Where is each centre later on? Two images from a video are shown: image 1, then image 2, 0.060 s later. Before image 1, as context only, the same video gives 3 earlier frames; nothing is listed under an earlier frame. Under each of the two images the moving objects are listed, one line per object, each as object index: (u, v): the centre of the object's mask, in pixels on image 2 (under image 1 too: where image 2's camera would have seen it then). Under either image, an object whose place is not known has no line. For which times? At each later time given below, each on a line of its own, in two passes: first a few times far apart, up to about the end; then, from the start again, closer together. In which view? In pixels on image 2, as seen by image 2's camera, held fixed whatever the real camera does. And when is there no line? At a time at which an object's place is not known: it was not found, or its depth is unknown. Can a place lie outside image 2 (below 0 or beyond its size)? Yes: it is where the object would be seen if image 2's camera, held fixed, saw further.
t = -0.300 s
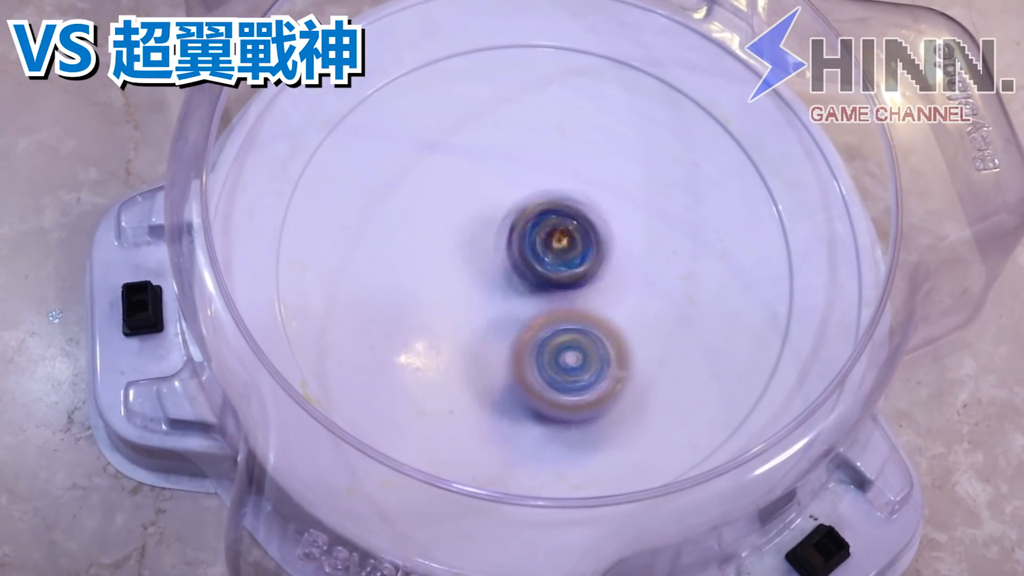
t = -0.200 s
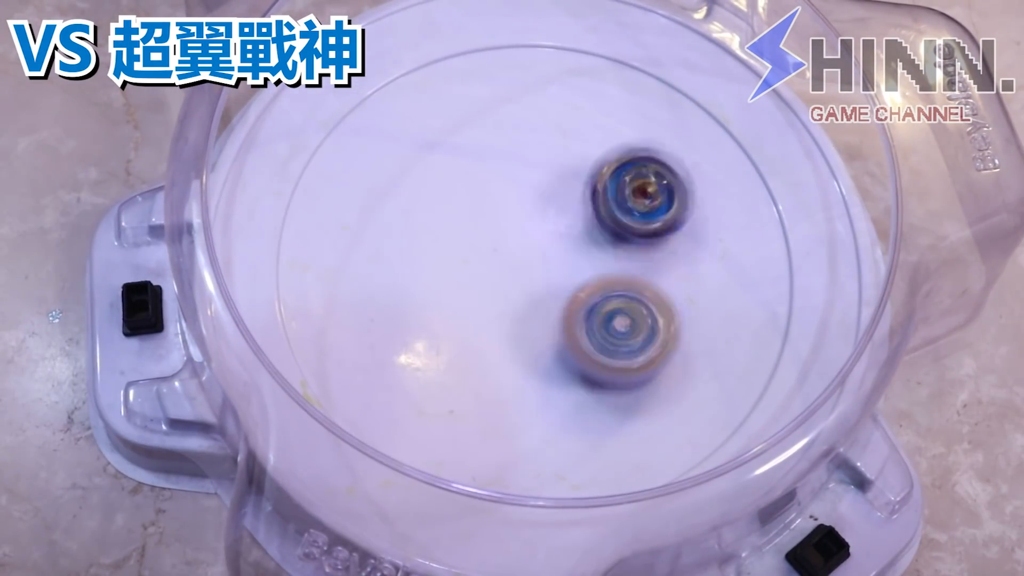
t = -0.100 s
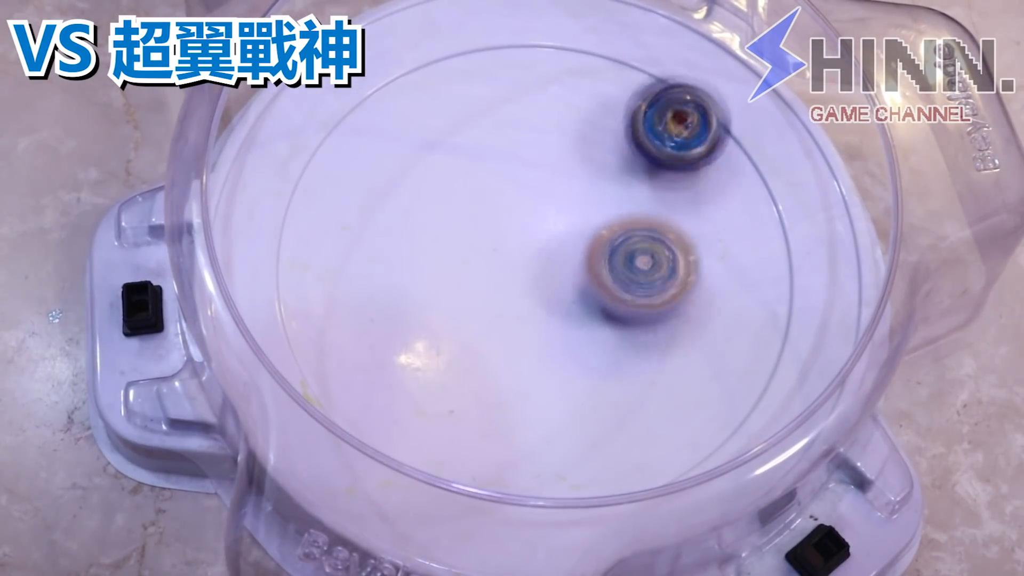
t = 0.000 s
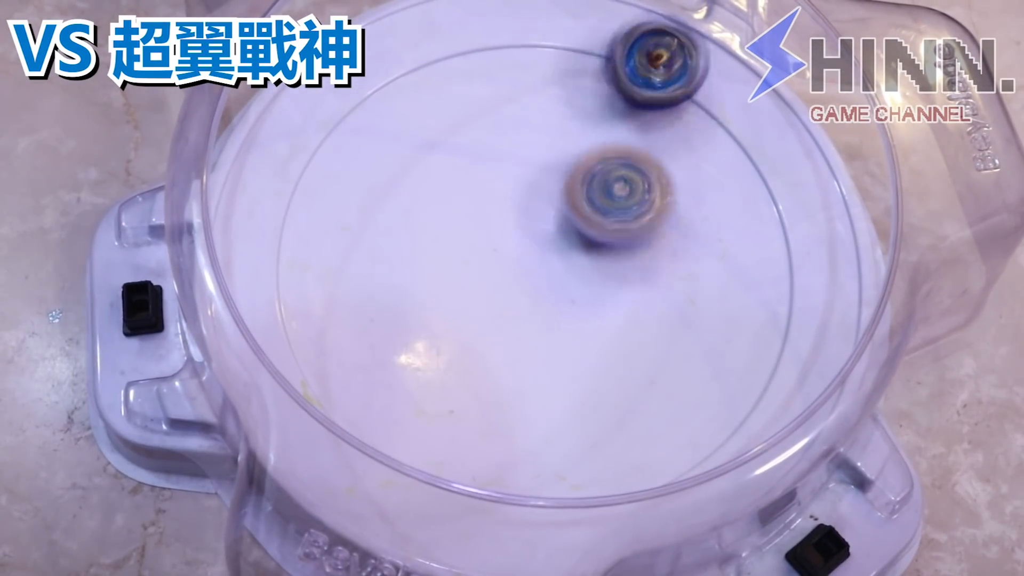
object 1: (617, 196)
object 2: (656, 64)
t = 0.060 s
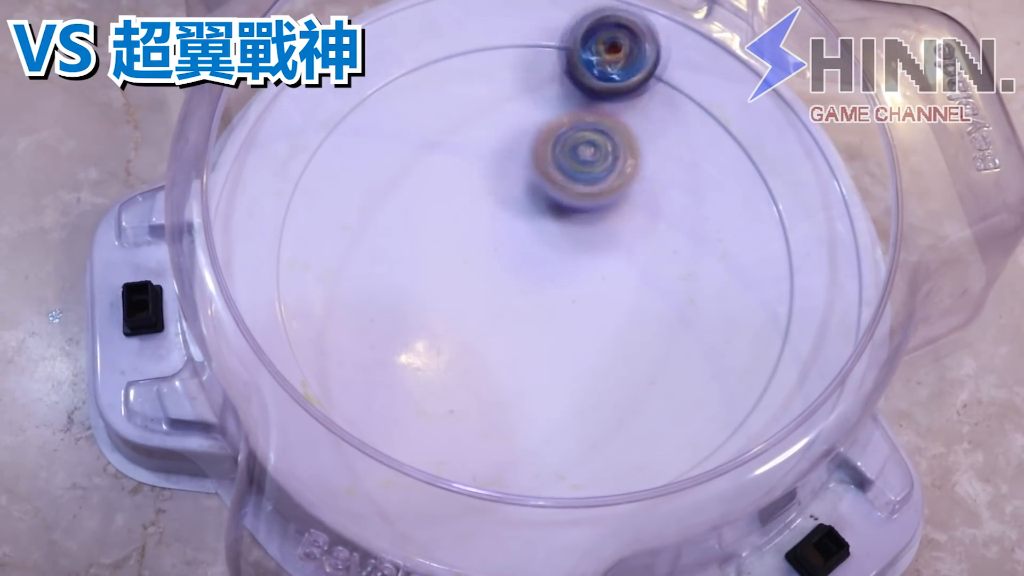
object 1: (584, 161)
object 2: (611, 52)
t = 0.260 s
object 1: (416, 213)
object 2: (476, 91)
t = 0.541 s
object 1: (411, 403)
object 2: (590, 294)
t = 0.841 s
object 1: (683, 295)
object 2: (732, 193)
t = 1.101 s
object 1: (550, 255)
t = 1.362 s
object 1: (408, 357)
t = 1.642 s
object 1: (689, 391)
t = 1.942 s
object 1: (608, 80)
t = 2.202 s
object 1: (331, 142)
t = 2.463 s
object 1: (497, 474)
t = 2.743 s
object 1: (779, 164)
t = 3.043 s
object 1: (290, 207)
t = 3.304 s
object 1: (707, 437)
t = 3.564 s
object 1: (567, 38)
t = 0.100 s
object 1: (553, 161)
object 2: (584, 39)
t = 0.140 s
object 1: (520, 166)
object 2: (549, 45)
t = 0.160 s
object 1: (502, 173)
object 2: (533, 51)
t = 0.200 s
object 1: (467, 185)
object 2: (506, 63)
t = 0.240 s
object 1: (433, 201)
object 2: (484, 80)
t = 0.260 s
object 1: (416, 213)
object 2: (476, 91)
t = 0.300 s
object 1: (388, 237)
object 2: (466, 116)
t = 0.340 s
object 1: (368, 265)
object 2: (462, 153)
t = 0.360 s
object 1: (360, 281)
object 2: (466, 170)
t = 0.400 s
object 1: (351, 314)
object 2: (480, 205)
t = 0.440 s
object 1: (355, 344)
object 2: (504, 238)
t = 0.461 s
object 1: (361, 357)
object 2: (520, 254)
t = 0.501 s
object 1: (381, 382)
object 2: (554, 279)
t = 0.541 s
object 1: (411, 403)
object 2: (590, 294)
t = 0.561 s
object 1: (429, 408)
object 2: (609, 300)
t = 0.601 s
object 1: (469, 419)
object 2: (645, 304)
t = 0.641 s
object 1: (510, 413)
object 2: (677, 299)
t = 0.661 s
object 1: (531, 415)
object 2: (689, 296)
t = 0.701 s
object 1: (572, 401)
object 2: (715, 282)
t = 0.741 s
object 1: (611, 383)
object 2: (732, 262)
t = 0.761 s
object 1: (630, 368)
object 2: (737, 251)
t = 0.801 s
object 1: (662, 333)
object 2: (737, 226)
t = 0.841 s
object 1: (683, 295)
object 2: (732, 193)
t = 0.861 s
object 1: (687, 279)
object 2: (729, 174)
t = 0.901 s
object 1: (689, 248)
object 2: (712, 135)
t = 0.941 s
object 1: (682, 215)
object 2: (685, 107)
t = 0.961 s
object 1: (675, 199)
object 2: (670, 92)
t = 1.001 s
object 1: (647, 203)
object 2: (640, 30)
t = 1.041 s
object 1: (610, 232)
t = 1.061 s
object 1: (591, 239)
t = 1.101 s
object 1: (550, 255)
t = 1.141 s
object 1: (510, 263)
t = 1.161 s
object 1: (492, 267)
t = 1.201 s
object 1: (455, 276)
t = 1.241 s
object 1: (421, 287)
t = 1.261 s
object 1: (410, 291)
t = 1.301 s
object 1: (389, 304)
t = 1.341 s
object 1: (397, 336)
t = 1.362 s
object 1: (408, 357)
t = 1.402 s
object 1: (435, 396)
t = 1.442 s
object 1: (472, 421)
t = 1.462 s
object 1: (493, 430)
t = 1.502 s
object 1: (538, 441)
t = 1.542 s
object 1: (587, 442)
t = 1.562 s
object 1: (610, 438)
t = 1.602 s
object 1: (653, 421)
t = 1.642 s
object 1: (689, 391)
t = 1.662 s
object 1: (703, 369)
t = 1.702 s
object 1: (719, 327)
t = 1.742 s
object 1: (726, 282)
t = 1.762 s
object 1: (725, 261)
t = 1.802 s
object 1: (716, 217)
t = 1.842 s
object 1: (696, 170)
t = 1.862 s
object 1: (683, 149)
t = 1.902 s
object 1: (648, 112)
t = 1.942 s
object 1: (608, 80)
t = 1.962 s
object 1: (585, 67)
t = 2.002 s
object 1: (538, 49)
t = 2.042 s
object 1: (489, 43)
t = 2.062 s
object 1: (464, 42)
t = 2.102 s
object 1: (413, 48)
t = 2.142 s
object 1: (385, 77)
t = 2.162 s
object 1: (366, 102)
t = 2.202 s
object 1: (331, 142)
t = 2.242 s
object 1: (307, 193)
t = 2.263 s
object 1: (300, 219)
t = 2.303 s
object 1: (294, 282)
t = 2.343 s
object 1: (313, 340)
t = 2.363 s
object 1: (331, 372)
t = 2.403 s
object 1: (387, 425)
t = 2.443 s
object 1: (457, 463)
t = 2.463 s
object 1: (497, 474)
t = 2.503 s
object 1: (575, 482)
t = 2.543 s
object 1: (651, 467)
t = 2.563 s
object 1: (684, 451)
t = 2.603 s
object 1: (741, 398)
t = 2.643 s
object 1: (787, 343)
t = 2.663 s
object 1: (799, 309)
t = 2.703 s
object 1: (800, 234)
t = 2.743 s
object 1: (779, 164)
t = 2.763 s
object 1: (760, 134)
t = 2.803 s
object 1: (701, 74)
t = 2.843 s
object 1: (626, 42)
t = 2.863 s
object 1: (587, 36)
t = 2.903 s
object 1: (498, 38)
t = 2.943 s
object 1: (420, 52)
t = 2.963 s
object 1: (389, 66)
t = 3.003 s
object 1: (321, 136)
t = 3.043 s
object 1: (290, 207)
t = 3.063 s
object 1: (294, 292)
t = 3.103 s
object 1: (311, 331)
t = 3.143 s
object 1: (355, 404)
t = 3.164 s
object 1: (432, 459)
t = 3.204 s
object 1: (480, 476)
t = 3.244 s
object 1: (577, 486)
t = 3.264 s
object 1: (668, 461)
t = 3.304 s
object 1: (707, 437)
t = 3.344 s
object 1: (764, 378)
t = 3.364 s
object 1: (798, 307)
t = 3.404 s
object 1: (804, 266)
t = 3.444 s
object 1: (790, 185)
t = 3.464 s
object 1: (747, 119)
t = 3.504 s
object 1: (713, 89)
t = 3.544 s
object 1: (645, 48)
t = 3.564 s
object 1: (567, 38)
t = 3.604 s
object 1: (518, 38)
